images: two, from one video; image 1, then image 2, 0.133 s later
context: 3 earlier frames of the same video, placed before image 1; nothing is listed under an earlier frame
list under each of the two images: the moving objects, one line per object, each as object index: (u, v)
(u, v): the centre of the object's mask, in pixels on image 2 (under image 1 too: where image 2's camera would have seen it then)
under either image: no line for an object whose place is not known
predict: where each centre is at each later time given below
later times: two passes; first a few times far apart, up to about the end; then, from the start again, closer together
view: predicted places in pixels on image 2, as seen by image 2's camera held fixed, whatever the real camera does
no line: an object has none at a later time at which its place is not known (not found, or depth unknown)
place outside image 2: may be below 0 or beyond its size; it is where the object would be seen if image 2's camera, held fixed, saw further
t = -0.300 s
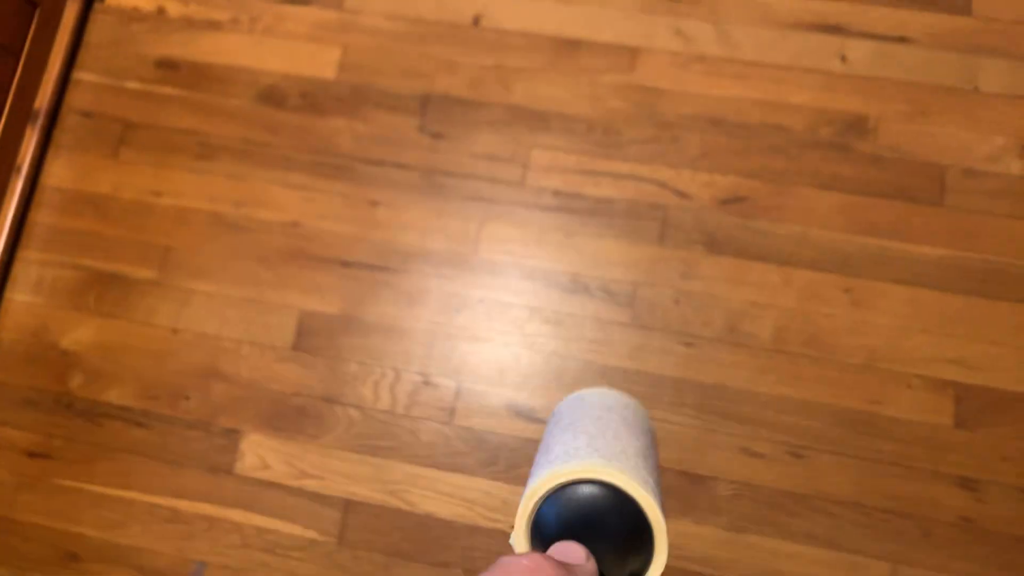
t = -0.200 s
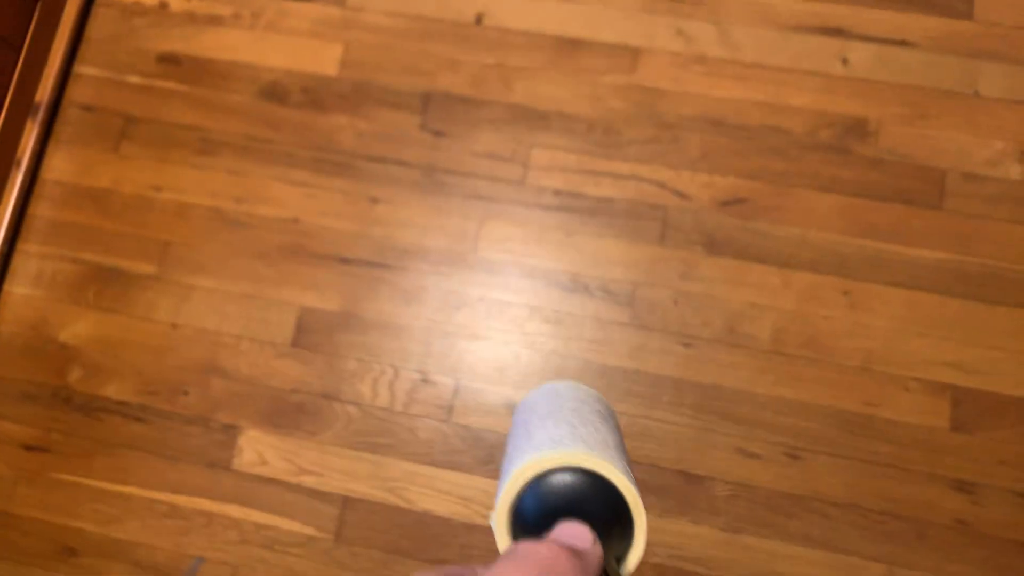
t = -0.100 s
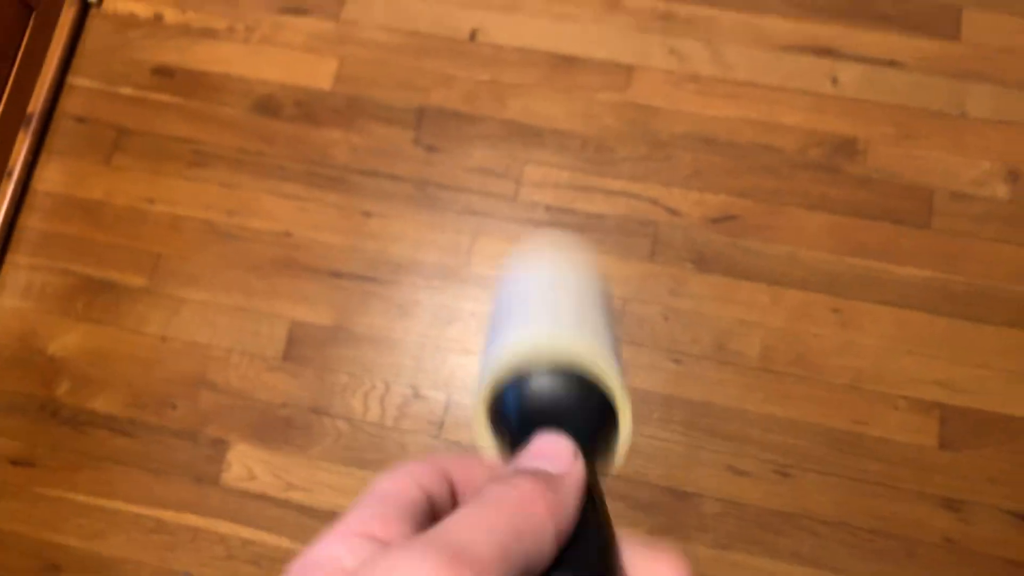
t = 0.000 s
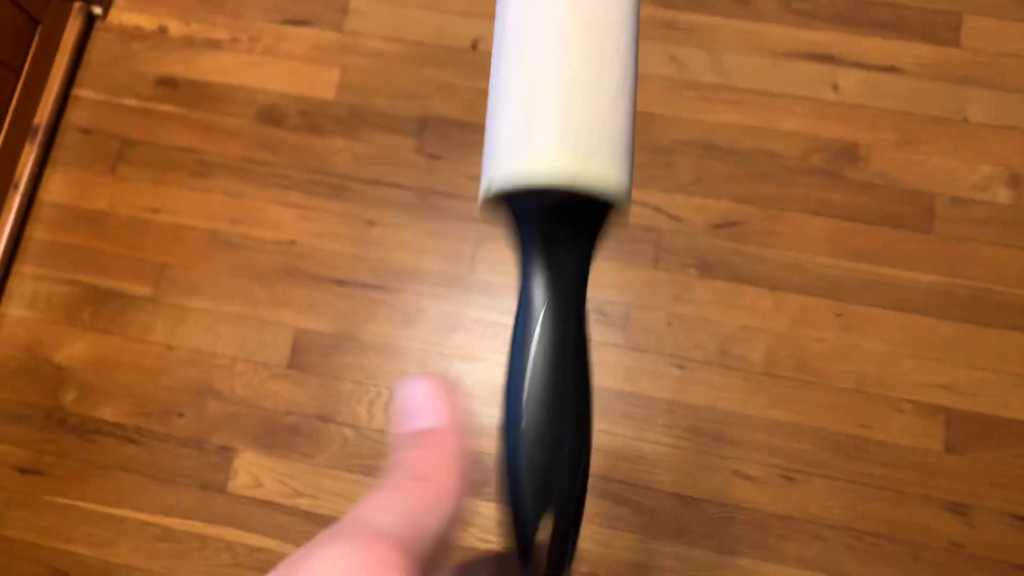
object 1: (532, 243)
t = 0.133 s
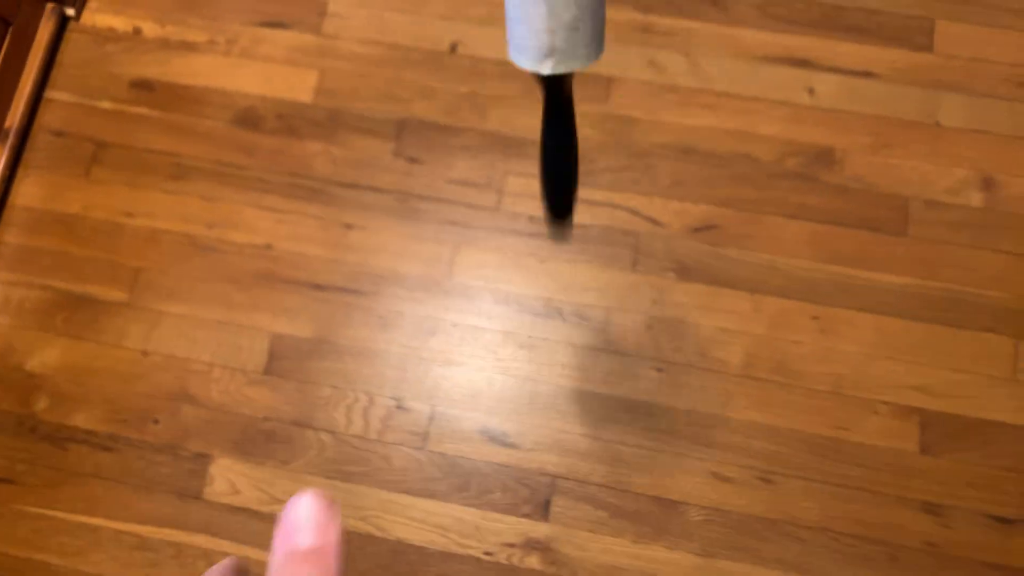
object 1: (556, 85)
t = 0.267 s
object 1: (562, 51)
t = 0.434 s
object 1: (563, 127)
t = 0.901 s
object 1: (622, 384)
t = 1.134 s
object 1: (634, 413)
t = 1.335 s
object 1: (636, 413)
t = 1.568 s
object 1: (633, 413)
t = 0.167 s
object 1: (557, 64)
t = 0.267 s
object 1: (562, 51)
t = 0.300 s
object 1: (561, 92)
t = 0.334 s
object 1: (559, 111)
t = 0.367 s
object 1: (559, 127)
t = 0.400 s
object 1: (559, 135)
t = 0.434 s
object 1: (563, 127)
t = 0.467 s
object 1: (570, 131)
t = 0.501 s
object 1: (576, 144)
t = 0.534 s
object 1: (588, 194)
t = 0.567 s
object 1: (590, 198)
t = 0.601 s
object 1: (594, 216)
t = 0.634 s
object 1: (598, 232)
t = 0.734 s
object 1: (609, 293)
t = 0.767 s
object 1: (612, 321)
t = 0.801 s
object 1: (615, 346)
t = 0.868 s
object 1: (619, 376)
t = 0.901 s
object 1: (622, 384)
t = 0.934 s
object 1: (626, 390)
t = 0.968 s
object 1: (627, 397)
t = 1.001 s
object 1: (629, 408)
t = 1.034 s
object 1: (631, 419)
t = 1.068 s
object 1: (633, 417)
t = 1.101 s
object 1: (634, 413)
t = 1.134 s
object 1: (634, 413)
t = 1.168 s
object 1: (635, 412)
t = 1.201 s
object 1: (636, 412)
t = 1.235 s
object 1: (636, 413)
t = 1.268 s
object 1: (636, 413)
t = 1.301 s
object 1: (637, 413)
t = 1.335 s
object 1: (636, 413)
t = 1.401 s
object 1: (635, 413)
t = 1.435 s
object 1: (635, 413)
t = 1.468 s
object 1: (635, 413)
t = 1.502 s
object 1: (634, 413)
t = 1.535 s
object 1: (634, 414)
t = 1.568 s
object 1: (633, 413)
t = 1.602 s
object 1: (632, 413)
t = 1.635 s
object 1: (632, 413)
